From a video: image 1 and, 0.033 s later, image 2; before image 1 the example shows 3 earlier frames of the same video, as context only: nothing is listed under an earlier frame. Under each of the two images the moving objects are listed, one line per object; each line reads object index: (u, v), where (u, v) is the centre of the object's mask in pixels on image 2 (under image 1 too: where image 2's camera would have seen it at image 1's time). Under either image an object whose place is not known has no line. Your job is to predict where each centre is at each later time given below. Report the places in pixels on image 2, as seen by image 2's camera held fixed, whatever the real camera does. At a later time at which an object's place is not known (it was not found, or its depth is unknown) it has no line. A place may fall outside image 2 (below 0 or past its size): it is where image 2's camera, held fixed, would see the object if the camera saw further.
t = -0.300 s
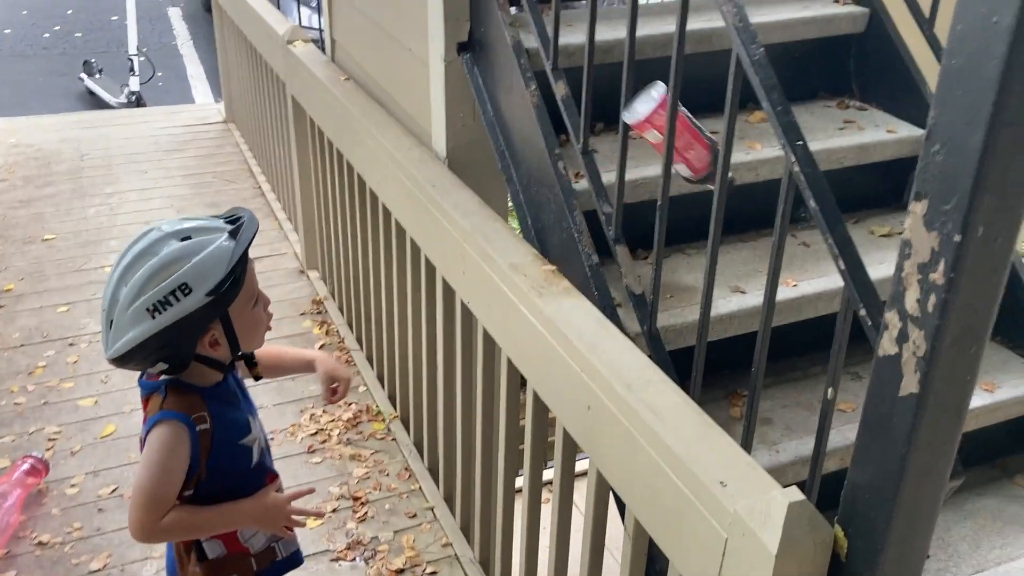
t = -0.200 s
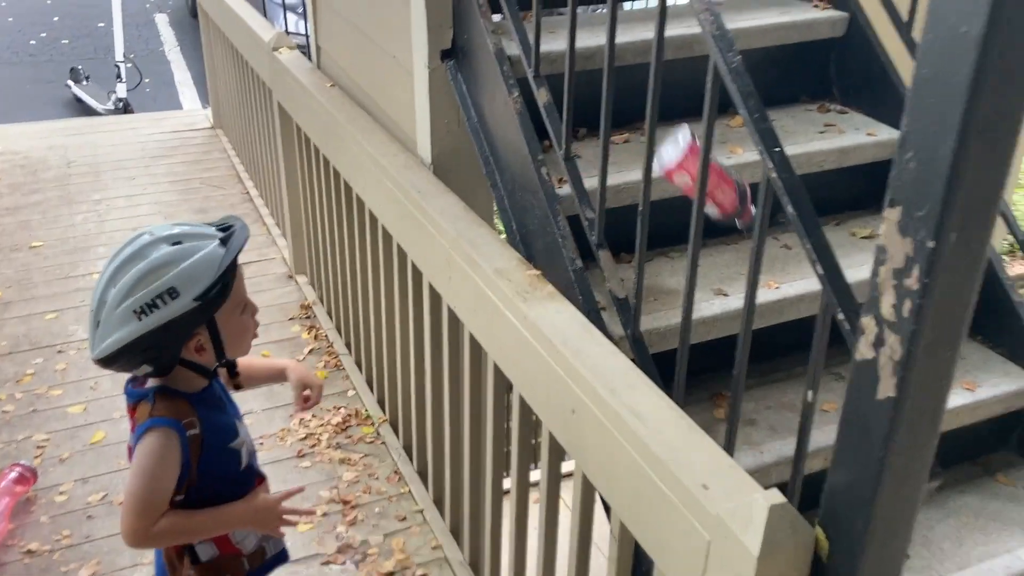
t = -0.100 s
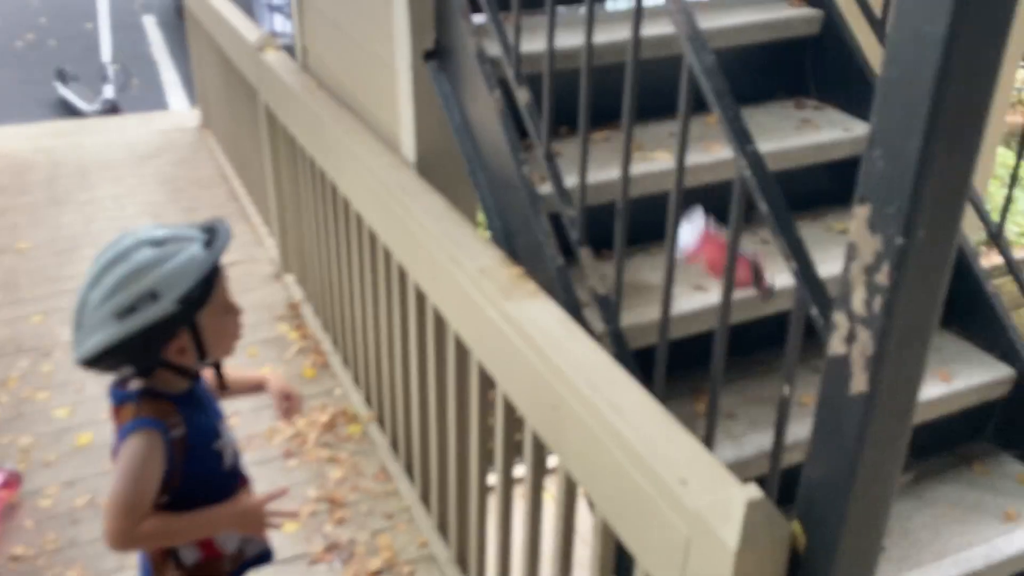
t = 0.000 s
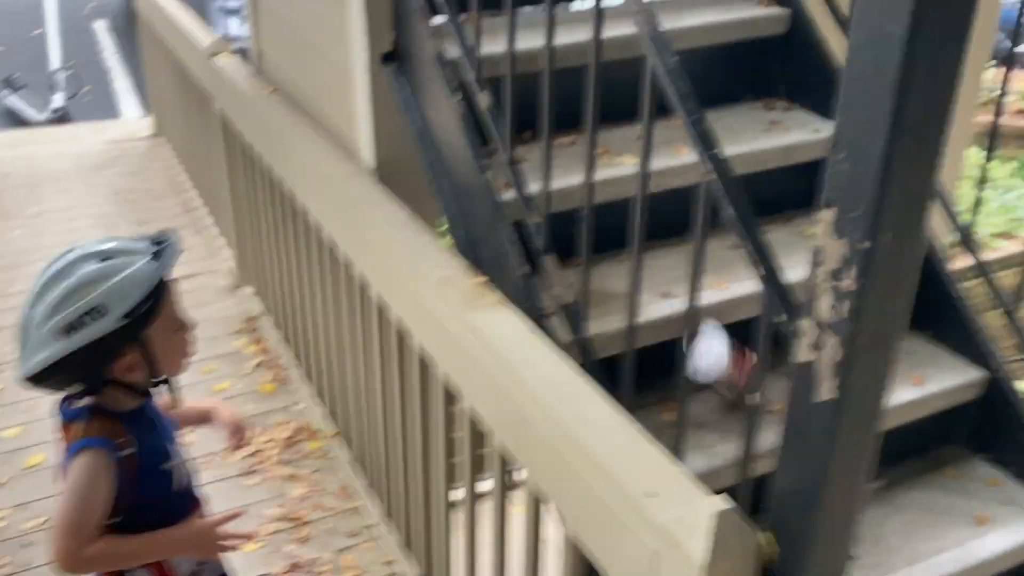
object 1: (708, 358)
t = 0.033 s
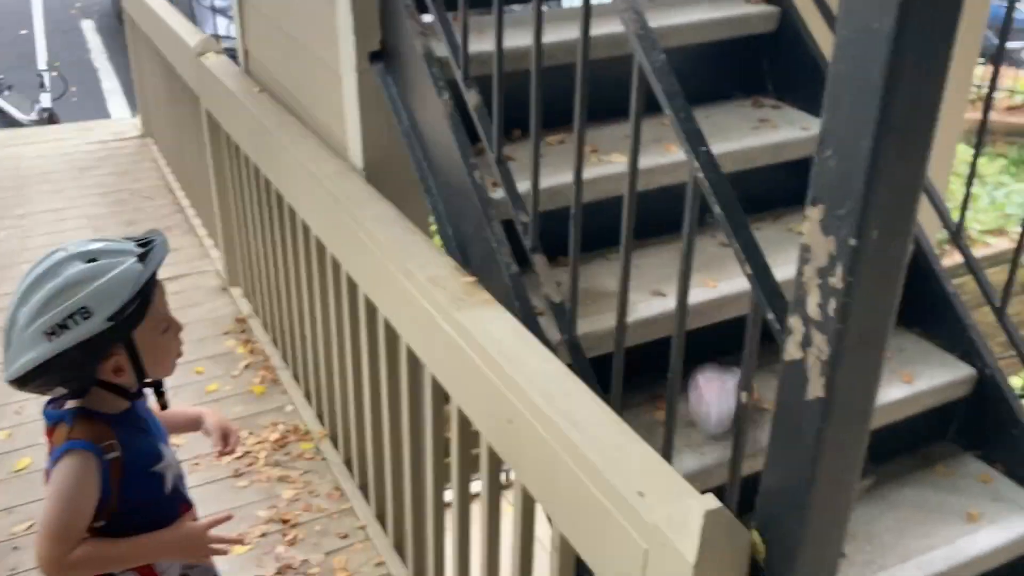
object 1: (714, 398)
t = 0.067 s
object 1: (732, 422)
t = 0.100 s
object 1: (756, 428)
